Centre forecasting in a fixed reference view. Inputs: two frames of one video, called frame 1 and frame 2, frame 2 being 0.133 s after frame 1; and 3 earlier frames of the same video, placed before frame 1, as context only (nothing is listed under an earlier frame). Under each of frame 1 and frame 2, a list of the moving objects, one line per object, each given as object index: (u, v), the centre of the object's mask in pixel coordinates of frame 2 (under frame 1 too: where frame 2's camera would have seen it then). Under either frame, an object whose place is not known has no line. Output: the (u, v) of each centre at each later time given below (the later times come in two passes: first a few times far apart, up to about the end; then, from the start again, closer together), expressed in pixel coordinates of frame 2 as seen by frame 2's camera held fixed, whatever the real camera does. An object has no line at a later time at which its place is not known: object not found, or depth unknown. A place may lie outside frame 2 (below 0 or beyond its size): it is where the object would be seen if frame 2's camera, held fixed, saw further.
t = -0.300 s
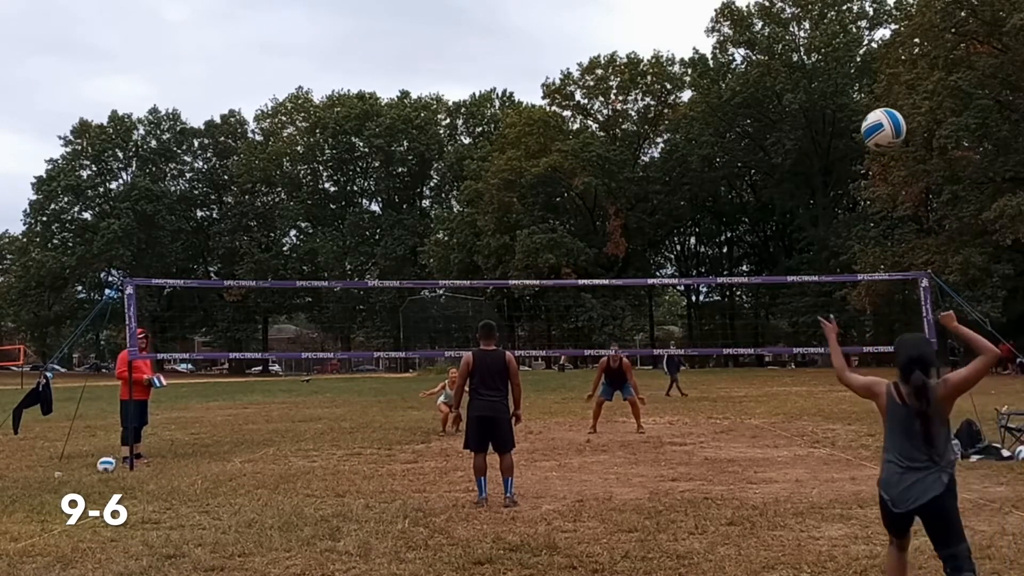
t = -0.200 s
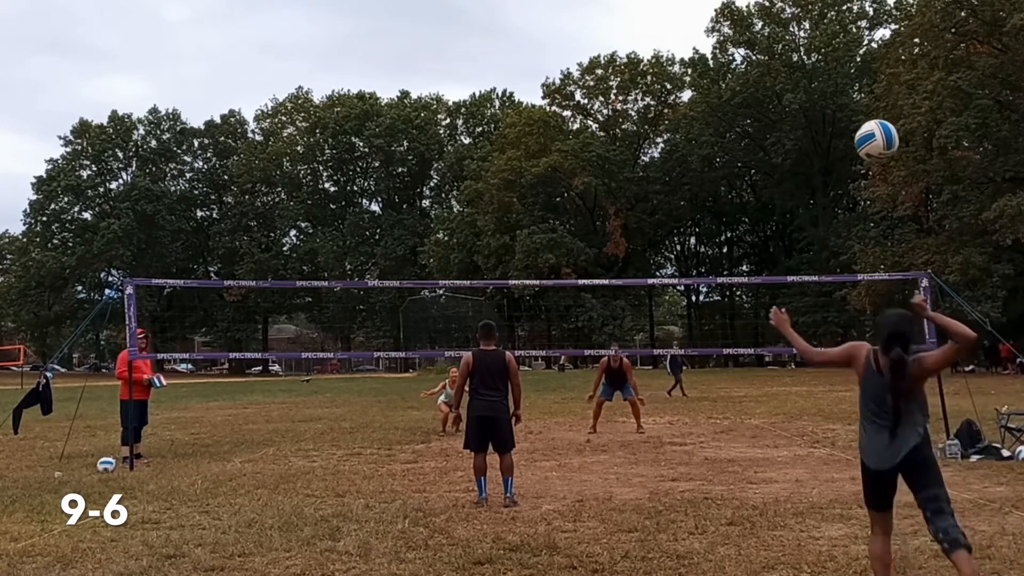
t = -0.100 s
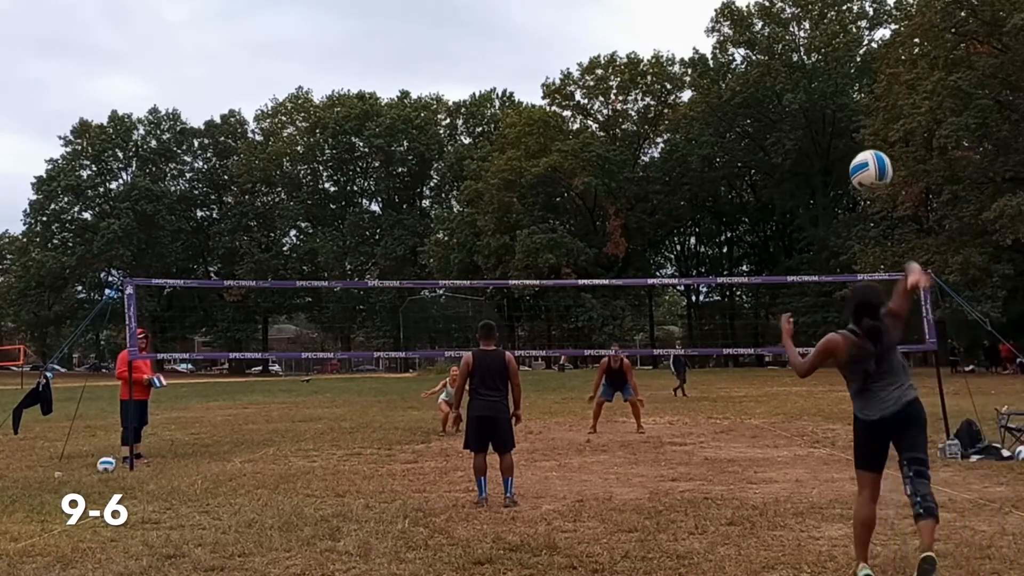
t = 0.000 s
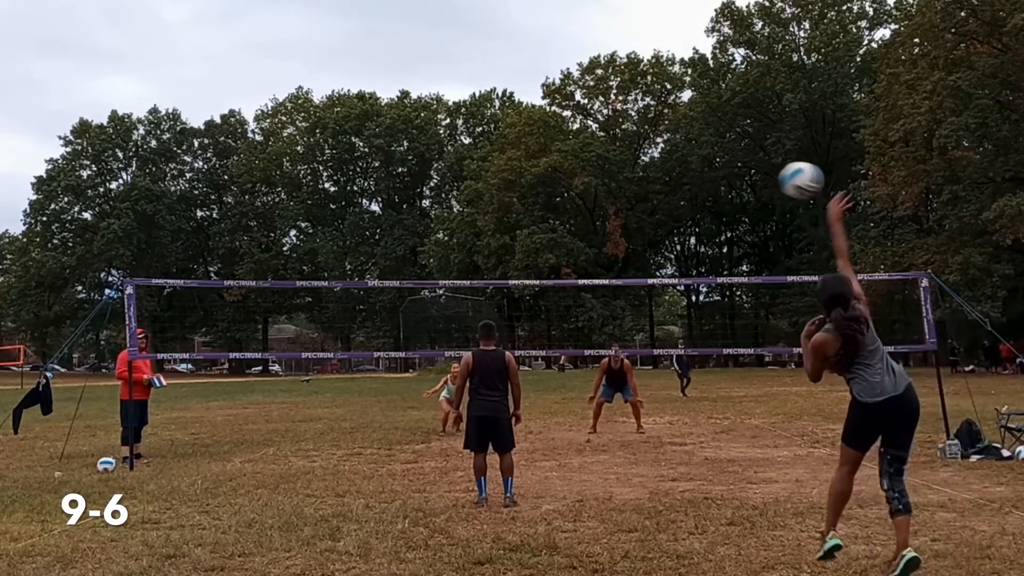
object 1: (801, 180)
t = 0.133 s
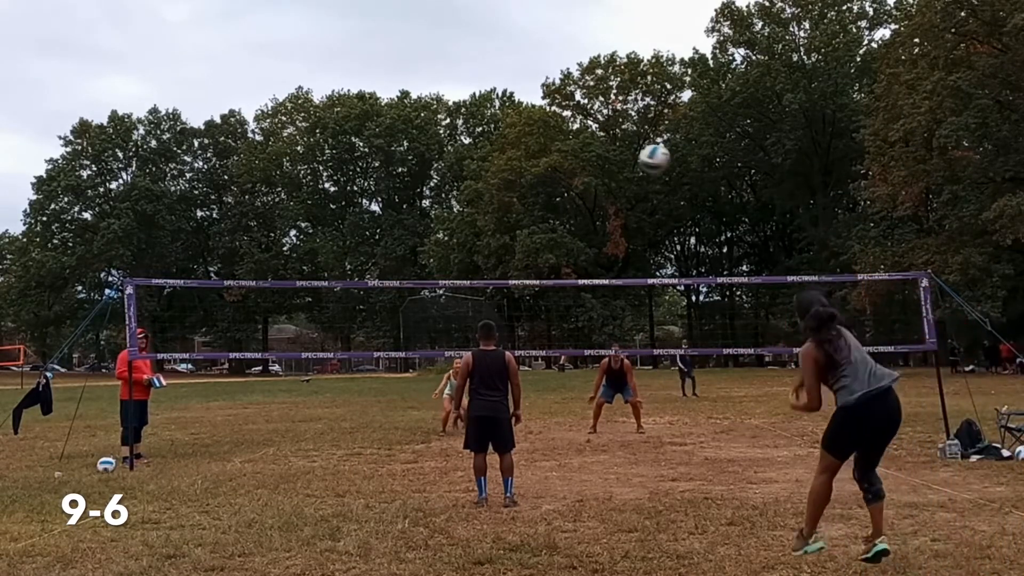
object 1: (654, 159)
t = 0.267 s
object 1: (563, 163)
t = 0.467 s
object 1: (474, 194)
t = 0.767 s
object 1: (396, 265)
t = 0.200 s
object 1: (604, 158)
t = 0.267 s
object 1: (563, 163)
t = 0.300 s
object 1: (545, 167)
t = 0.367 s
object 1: (513, 176)
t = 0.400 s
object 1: (500, 181)
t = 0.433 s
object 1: (486, 187)
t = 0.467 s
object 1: (474, 194)
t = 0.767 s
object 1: (396, 265)
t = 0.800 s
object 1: (389, 273)
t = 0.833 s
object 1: (385, 280)
